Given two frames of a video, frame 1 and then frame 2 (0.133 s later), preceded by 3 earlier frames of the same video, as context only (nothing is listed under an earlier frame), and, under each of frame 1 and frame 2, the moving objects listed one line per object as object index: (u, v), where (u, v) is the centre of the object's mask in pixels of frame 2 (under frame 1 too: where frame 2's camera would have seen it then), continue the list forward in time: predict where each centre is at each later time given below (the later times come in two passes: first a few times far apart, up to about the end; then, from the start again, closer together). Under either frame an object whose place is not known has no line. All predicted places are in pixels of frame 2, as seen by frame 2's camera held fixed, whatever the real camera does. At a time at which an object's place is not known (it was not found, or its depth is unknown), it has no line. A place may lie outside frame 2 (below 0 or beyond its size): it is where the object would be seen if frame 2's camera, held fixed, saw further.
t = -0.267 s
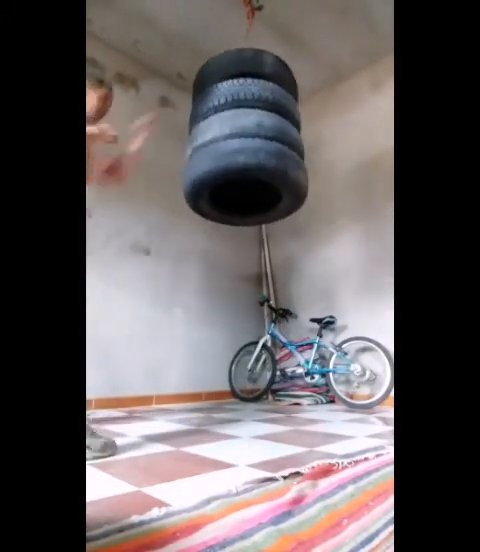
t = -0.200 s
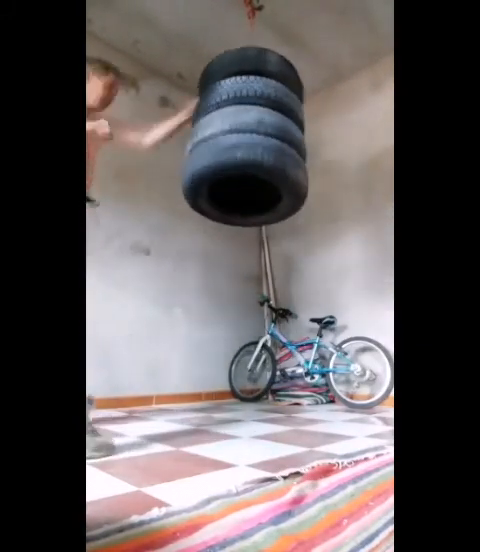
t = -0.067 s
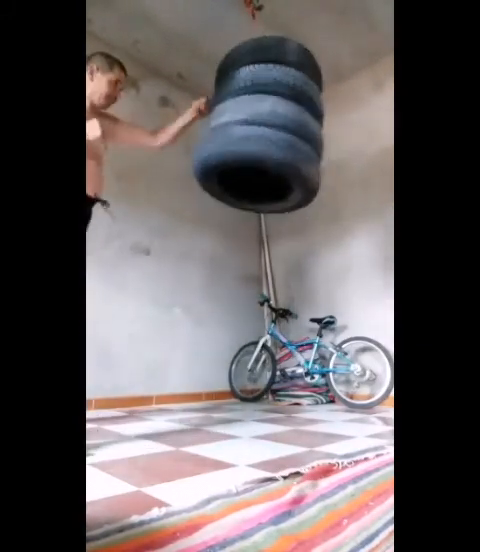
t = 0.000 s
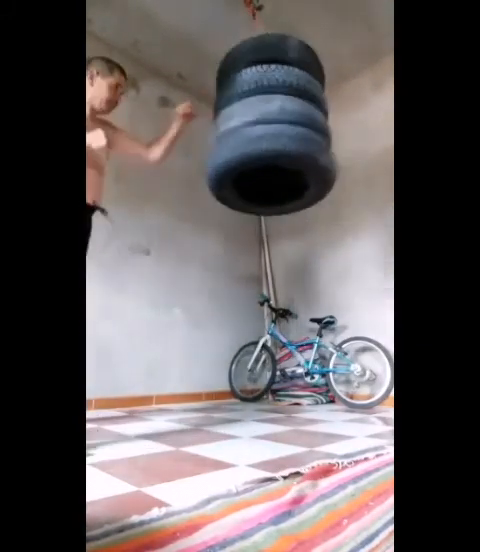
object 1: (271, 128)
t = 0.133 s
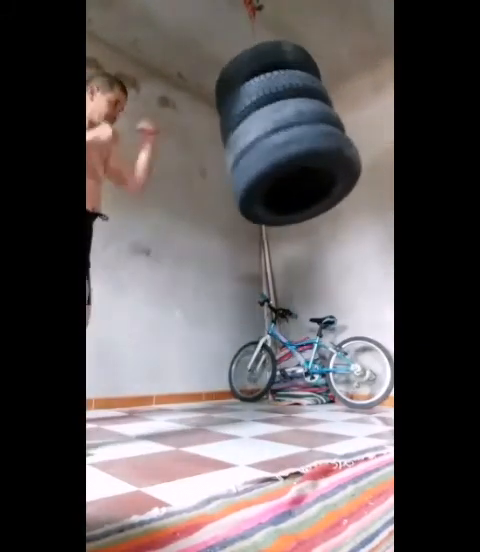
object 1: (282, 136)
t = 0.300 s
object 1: (291, 137)
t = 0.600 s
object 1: (279, 148)
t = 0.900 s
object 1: (250, 158)
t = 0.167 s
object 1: (285, 135)
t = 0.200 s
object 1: (287, 134)
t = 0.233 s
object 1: (288, 134)
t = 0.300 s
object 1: (291, 137)
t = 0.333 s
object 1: (292, 140)
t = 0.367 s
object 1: (292, 142)
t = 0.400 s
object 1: (291, 141)
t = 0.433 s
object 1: (289, 140)
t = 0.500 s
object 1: (285, 142)
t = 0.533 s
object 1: (283, 143)
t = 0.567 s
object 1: (282, 145)
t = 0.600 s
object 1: (279, 148)
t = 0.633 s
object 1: (277, 151)
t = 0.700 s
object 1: (272, 155)
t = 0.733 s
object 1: (269, 155)
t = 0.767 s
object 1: (265, 154)
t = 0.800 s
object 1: (261, 155)
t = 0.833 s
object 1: (257, 156)
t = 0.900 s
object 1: (250, 158)
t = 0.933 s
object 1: (247, 158)
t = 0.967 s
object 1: (244, 158)
